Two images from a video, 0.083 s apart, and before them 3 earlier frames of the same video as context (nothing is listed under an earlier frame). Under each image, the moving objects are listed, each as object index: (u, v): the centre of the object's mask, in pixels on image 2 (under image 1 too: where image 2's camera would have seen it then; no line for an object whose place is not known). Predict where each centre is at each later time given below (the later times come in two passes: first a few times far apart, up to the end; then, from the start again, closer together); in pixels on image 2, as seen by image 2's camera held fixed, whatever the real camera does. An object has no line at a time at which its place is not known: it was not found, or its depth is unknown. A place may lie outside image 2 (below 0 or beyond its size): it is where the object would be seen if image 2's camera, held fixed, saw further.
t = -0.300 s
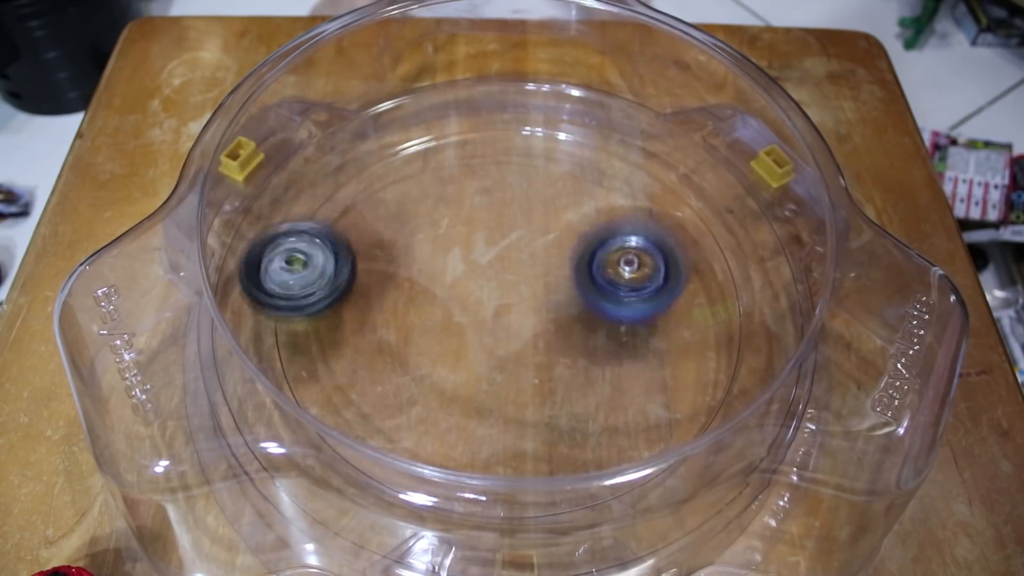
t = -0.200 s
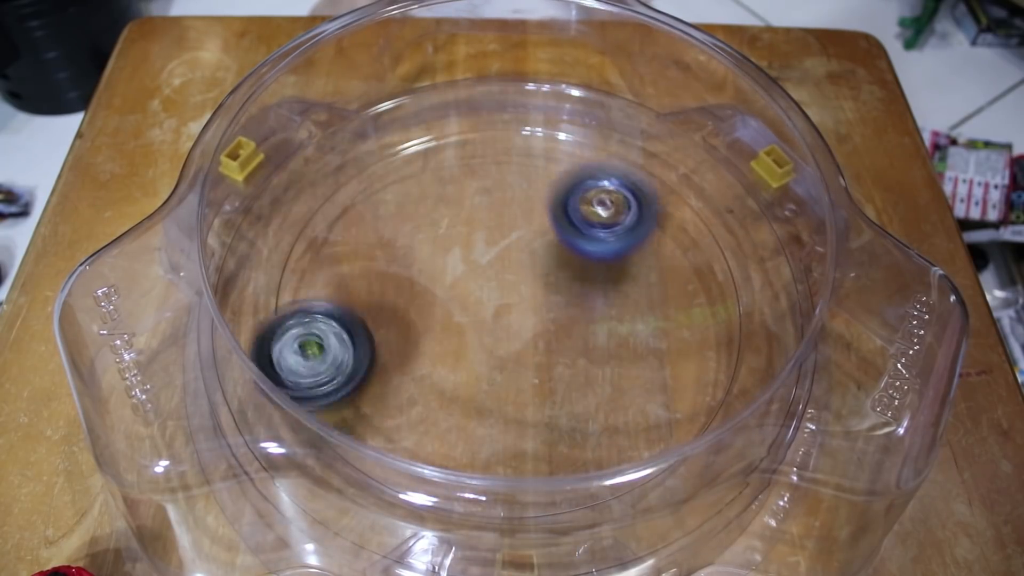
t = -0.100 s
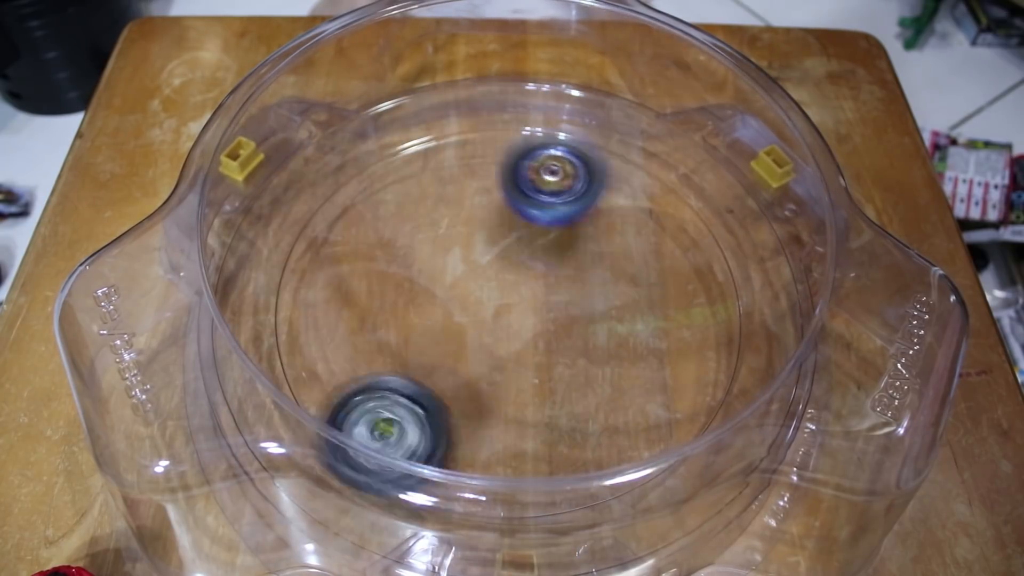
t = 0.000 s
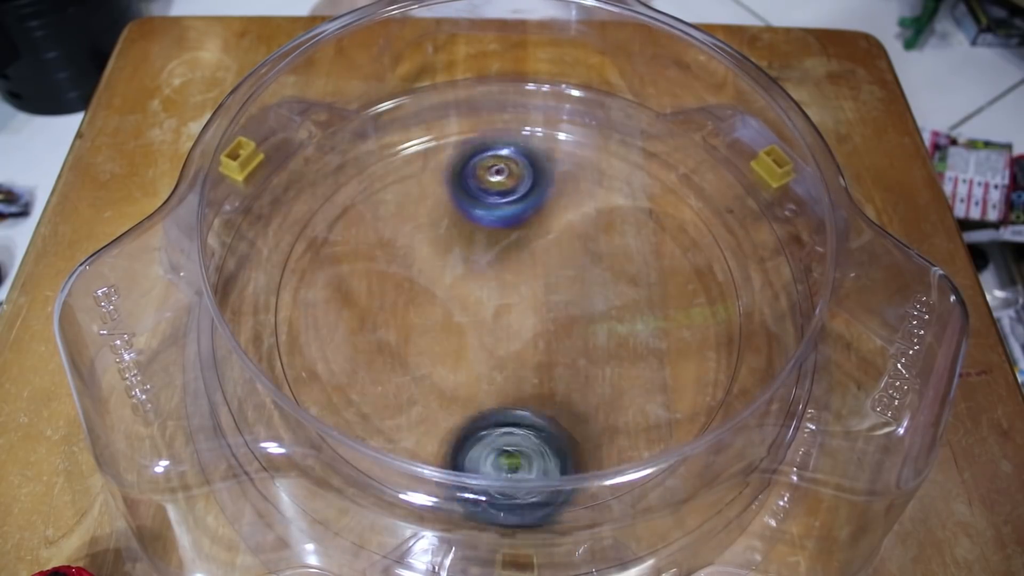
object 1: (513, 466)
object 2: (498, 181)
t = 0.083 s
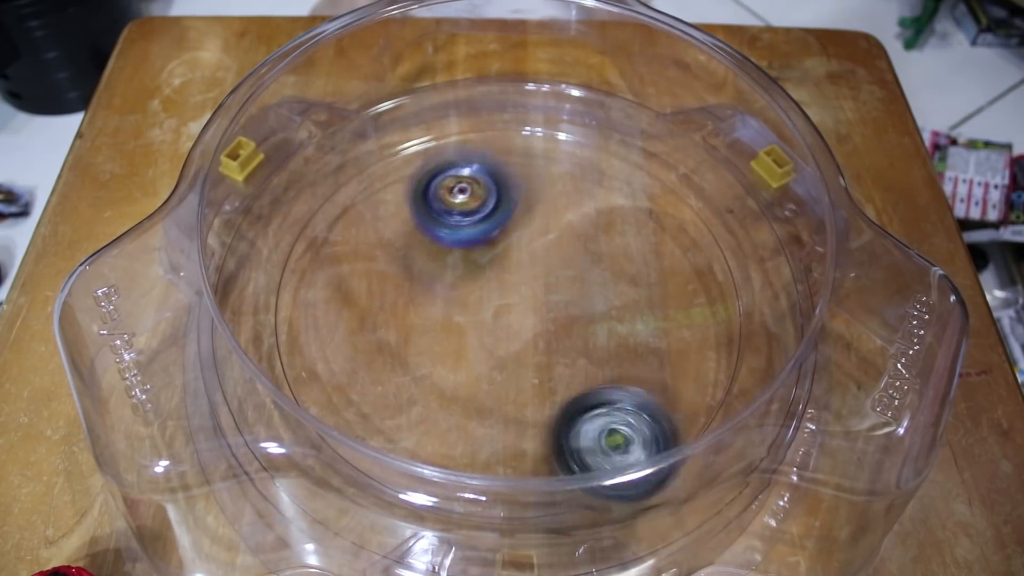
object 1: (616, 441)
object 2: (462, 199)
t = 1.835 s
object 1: (477, 132)
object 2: (589, 282)
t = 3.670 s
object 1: (530, 433)
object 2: (553, 261)
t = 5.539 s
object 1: (516, 161)
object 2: (548, 277)
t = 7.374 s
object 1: (440, 380)
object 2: (542, 286)
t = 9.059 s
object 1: (555, 245)
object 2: (558, 419)
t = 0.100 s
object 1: (628, 423)
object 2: (455, 204)
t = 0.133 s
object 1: (661, 405)
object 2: (444, 216)
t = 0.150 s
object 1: (676, 394)
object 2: (438, 223)
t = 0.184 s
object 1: (698, 370)
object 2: (429, 240)
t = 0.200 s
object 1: (706, 356)
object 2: (426, 248)
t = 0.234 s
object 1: (716, 325)
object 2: (423, 267)
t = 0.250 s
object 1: (719, 310)
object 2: (423, 276)
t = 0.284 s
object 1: (719, 277)
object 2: (429, 295)
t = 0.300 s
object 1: (716, 265)
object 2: (433, 306)
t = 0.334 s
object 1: (707, 234)
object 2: (445, 328)
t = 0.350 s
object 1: (700, 221)
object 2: (453, 339)
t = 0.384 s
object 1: (683, 195)
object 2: (472, 358)
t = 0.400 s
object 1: (673, 183)
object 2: (482, 364)
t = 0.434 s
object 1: (650, 163)
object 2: (503, 373)
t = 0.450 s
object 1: (638, 154)
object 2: (512, 375)
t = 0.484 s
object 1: (611, 138)
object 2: (528, 376)
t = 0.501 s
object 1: (595, 132)
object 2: (534, 375)
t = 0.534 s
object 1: (567, 124)
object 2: (547, 370)
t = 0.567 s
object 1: (536, 118)
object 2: (562, 362)
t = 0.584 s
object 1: (520, 116)
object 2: (569, 357)
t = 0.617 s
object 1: (487, 118)
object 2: (583, 344)
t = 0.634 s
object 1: (471, 120)
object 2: (588, 336)
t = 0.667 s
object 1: (441, 126)
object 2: (598, 320)
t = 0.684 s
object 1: (426, 132)
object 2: (601, 311)
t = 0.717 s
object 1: (397, 145)
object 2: (605, 292)
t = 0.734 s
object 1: (383, 154)
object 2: (605, 282)
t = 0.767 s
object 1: (358, 174)
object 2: (603, 260)
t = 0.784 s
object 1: (348, 186)
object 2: (599, 252)
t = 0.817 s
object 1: (330, 210)
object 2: (590, 237)
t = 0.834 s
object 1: (323, 224)
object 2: (582, 234)
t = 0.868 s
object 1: (316, 252)
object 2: (569, 225)
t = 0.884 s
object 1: (315, 265)
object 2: (564, 221)
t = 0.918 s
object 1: (316, 292)
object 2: (548, 218)
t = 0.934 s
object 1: (319, 307)
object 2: (540, 214)
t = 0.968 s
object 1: (328, 332)
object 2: (521, 214)
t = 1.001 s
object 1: (340, 360)
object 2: (504, 217)
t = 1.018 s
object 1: (347, 372)
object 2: (495, 220)
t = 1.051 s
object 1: (371, 395)
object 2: (479, 227)
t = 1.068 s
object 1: (381, 408)
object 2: (471, 232)
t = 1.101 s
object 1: (417, 422)
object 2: (458, 242)
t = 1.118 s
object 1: (434, 429)
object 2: (454, 248)
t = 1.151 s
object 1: (474, 453)
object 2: (449, 260)
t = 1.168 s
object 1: (495, 458)
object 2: (449, 266)
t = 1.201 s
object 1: (537, 459)
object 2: (451, 278)
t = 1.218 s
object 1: (559, 456)
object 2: (453, 285)
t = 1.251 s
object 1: (596, 447)
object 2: (460, 300)
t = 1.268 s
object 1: (613, 431)
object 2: (466, 308)
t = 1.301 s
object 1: (651, 425)
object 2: (478, 322)
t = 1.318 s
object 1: (666, 415)
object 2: (486, 328)
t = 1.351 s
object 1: (687, 388)
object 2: (502, 341)
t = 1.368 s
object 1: (700, 377)
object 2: (513, 345)
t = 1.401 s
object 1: (716, 352)
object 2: (530, 350)
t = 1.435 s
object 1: (725, 323)
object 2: (543, 351)
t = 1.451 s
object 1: (726, 311)
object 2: (548, 350)
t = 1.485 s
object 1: (726, 279)
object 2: (556, 348)
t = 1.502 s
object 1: (723, 265)
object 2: (560, 345)
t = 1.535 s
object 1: (714, 238)
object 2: (567, 340)
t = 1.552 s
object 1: (706, 226)
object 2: (571, 337)
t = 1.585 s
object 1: (689, 202)
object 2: (577, 331)
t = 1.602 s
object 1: (679, 191)
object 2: (580, 328)
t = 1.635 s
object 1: (657, 173)
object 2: (584, 322)
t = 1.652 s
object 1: (644, 163)
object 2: (585, 320)
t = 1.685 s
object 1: (619, 150)
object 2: (587, 313)
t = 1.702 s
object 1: (603, 142)
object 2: (588, 309)
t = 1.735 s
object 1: (573, 135)
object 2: (590, 303)
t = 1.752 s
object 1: (558, 133)
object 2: (590, 299)
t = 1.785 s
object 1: (525, 129)
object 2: (590, 292)
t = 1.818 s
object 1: (492, 130)
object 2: (590, 285)
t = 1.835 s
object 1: (477, 132)
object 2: (589, 282)
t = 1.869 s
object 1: (447, 140)
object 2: (587, 276)
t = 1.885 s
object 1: (430, 144)
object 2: (586, 273)
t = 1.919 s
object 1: (402, 158)
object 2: (583, 266)
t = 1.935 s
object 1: (389, 165)
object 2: (581, 264)
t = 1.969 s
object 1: (365, 185)
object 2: (577, 259)
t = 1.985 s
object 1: (356, 195)
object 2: (574, 256)
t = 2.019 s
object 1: (338, 219)
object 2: (570, 251)
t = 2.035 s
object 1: (331, 231)
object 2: (566, 249)
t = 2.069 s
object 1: (324, 256)
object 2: (561, 245)
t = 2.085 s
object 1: (321, 269)
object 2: (559, 243)
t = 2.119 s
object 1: (321, 294)
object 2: (552, 240)
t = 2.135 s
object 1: (322, 306)
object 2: (548, 239)
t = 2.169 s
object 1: (327, 331)
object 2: (542, 237)
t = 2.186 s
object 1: (330, 345)
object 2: (539, 236)
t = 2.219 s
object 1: (342, 368)
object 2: (533, 235)
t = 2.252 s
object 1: (360, 388)
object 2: (525, 235)
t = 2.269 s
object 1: (371, 398)
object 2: (522, 235)
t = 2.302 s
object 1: (394, 424)
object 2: (516, 236)
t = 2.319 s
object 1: (414, 424)
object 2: (512, 236)
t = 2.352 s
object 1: (445, 450)
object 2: (506, 237)
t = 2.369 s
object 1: (465, 455)
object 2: (502, 239)
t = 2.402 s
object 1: (501, 461)
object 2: (497, 241)
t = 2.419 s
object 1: (523, 458)
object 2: (494, 243)
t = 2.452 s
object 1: (558, 456)
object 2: (488, 246)
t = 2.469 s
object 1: (575, 438)
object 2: (486, 248)
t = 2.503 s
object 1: (611, 438)
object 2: (482, 252)
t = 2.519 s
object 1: (626, 429)
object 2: (480, 255)
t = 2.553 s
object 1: (651, 407)
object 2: (477, 259)
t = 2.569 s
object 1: (665, 398)
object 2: (477, 261)
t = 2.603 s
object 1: (685, 377)
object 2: (475, 267)
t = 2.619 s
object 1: (691, 364)
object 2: (475, 269)
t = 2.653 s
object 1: (702, 336)
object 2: (475, 274)
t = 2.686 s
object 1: (705, 311)
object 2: (475, 280)
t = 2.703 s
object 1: (706, 294)
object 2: (476, 283)
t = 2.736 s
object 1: (701, 267)
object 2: (477, 289)
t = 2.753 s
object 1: (696, 254)
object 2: (478, 291)
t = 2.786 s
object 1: (684, 230)
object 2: (481, 297)
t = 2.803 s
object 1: (676, 219)
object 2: (482, 299)
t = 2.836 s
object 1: (657, 195)
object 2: (486, 304)
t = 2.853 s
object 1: (647, 186)
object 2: (488, 306)
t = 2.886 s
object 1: (623, 169)
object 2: (493, 310)
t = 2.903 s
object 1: (612, 162)
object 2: (495, 312)
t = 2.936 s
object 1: (585, 151)
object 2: (499, 315)
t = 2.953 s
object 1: (571, 144)
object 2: (502, 316)
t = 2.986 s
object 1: (540, 138)
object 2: (507, 319)
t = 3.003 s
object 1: (525, 135)
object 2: (510, 320)
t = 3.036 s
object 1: (496, 135)
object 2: (515, 321)
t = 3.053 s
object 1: (481, 136)
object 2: (518, 322)
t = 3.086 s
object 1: (453, 141)
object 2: (523, 323)
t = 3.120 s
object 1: (425, 149)
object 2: (530, 322)
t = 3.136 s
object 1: (412, 154)
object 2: (533, 322)
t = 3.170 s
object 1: (388, 167)
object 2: (538, 321)
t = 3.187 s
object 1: (376, 176)
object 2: (541, 320)
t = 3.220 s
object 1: (358, 194)
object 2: (546, 317)
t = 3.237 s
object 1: (349, 204)
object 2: (549, 316)
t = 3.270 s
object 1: (336, 226)
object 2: (552, 313)
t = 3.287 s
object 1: (332, 238)
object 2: (555, 311)
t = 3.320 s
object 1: (328, 261)
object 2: (559, 306)
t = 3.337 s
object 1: (328, 272)
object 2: (560, 305)
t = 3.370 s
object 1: (331, 295)
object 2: (562, 300)
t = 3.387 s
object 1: (333, 305)
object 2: (563, 297)
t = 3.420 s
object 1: (341, 328)
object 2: (564, 293)
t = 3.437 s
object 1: (346, 340)
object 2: (564, 291)
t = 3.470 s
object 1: (358, 362)
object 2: (564, 286)
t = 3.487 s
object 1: (365, 373)
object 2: (563, 283)
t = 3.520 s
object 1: (385, 393)
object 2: (563, 279)
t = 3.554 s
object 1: (412, 409)
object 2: (562, 275)
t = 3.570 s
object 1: (426, 416)
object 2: (561, 273)
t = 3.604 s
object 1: (460, 427)
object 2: (559, 268)
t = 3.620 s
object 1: (475, 430)
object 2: (557, 266)
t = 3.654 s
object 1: (514, 433)
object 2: (554, 263)
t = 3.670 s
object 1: (530, 433)
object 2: (553, 261)
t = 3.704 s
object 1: (566, 429)
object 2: (550, 258)
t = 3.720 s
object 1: (583, 425)
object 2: (548, 256)
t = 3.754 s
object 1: (617, 413)
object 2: (544, 254)
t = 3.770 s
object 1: (630, 407)
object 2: (542, 253)
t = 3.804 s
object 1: (654, 389)
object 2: (537, 252)
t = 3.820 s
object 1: (665, 378)
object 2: (536, 251)
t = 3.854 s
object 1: (680, 357)
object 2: (531, 250)
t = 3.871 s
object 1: (687, 342)
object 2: (529, 249)
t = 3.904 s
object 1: (694, 318)
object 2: (525, 249)
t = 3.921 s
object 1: (696, 304)
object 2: (522, 249)
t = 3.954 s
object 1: (697, 279)
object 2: (517, 250)
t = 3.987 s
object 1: (692, 255)
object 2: (513, 250)
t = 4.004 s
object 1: (687, 243)
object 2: (511, 251)
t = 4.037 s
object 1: (676, 221)
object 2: (507, 253)
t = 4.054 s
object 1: (668, 211)
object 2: (506, 254)
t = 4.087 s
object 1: (651, 193)
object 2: (503, 255)
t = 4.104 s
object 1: (641, 184)
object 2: (501, 257)
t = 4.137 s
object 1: (620, 170)
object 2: (498, 259)
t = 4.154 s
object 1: (609, 164)
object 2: (497, 260)
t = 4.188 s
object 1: (585, 154)
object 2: (495, 263)
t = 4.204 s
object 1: (572, 150)
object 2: (495, 264)
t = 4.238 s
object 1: (544, 145)
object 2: (494, 267)
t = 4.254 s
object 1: (531, 143)
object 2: (494, 269)
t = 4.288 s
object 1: (504, 144)
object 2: (493, 272)
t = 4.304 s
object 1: (490, 145)
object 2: (493, 273)
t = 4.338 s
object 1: (465, 151)
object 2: (493, 276)
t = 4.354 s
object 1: (452, 154)
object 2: (493, 277)
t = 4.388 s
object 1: (428, 164)
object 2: (494, 281)
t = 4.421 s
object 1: (406, 178)
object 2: (495, 283)
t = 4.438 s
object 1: (396, 186)
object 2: (496, 285)
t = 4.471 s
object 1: (378, 203)
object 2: (498, 286)
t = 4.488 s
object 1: (371, 213)
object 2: (498, 287)
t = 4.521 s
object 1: (361, 232)
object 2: (499, 289)
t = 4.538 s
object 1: (358, 243)
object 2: (500, 290)
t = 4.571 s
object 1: (356, 264)
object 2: (501, 292)
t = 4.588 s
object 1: (356, 275)
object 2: (502, 293)
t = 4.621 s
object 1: (359, 296)
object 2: (503, 294)
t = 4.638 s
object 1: (361, 306)
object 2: (504, 295)
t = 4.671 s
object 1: (367, 328)
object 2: (505, 297)
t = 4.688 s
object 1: (371, 339)
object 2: (506, 299)
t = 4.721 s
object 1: (381, 361)
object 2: (508, 300)
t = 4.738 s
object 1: (388, 373)
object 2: (509, 301)
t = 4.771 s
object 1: (404, 393)
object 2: (511, 303)
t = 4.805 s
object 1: (427, 410)
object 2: (513, 304)
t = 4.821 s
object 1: (442, 416)
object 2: (514, 305)
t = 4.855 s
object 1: (469, 425)
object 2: (517, 306)
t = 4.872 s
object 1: (485, 427)
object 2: (518, 307)
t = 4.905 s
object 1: (517, 430)
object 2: (521, 308)
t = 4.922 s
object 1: (533, 430)
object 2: (522, 308)
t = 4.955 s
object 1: (565, 426)
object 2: (525, 309)
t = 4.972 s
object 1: (581, 422)
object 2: (527, 309)
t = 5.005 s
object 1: (609, 414)
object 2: (530, 309)
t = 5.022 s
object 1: (621, 408)
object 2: (532, 309)
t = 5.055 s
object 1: (643, 391)
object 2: (535, 308)
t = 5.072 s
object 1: (652, 383)
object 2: (536, 308)
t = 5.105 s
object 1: (667, 363)
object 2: (540, 307)
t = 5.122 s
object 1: (673, 351)
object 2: (541, 306)
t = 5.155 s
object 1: (680, 328)
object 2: (544, 305)
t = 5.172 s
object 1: (682, 317)
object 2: (545, 304)
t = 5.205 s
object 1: (683, 296)
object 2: (548, 302)
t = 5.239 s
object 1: (680, 273)
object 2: (549, 300)
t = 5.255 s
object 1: (676, 263)
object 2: (550, 298)
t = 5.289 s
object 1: (666, 243)
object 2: (550, 295)
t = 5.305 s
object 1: (660, 235)
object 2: (550, 294)
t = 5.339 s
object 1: (646, 216)
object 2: (551, 291)
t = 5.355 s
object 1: (638, 208)
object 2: (551, 289)
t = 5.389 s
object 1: (620, 193)
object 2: (552, 287)
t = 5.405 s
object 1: (610, 187)
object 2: (551, 285)
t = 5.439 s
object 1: (588, 176)
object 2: (550, 283)
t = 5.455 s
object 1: (577, 171)
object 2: (551, 281)
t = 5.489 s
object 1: (553, 165)
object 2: (549, 280)
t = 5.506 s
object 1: (540, 162)
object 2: (549, 279)
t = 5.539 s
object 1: (516, 161)
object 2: (548, 277)
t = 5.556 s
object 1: (504, 161)
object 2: (547, 276)
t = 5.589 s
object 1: (480, 163)
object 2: (546, 275)
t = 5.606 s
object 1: (469, 164)
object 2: (545, 274)
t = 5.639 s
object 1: (446, 172)
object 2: (543, 272)
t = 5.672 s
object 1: (425, 180)
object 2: (542, 271)
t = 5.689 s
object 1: (414, 186)
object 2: (541, 270)
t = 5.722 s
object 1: (396, 198)
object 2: (538, 269)
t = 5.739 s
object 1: (388, 206)
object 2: (538, 268)
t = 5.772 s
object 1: (375, 223)
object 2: (536, 267)
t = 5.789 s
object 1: (370, 231)
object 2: (535, 267)
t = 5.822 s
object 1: (365, 248)
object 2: (533, 266)
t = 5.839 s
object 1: (364, 257)
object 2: (532, 266)
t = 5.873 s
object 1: (365, 276)
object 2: (529, 265)
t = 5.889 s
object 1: (366, 284)
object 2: (528, 265)
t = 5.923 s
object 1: (370, 303)
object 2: (526, 265)
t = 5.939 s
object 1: (373, 312)
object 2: (526, 265)
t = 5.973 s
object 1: (380, 330)
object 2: (524, 265)
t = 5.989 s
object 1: (385, 340)
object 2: (523, 265)
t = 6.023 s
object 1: (395, 360)
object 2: (521, 265)
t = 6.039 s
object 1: (401, 370)
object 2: (520, 265)
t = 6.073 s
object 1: (418, 388)
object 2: (519, 265)
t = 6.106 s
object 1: (442, 401)
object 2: (517, 266)
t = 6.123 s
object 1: (454, 406)
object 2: (516, 266)
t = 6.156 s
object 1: (480, 413)
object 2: (514, 267)
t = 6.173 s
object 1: (494, 415)
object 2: (513, 267)
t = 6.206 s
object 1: (522, 417)
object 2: (512, 268)
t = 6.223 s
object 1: (536, 415)
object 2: (512, 268)
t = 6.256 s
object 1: (563, 410)
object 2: (511, 269)
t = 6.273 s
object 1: (575, 406)
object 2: (510, 270)
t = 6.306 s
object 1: (600, 395)
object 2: (510, 270)
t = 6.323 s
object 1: (611, 388)
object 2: (509, 271)
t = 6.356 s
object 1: (630, 372)
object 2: (509, 271)
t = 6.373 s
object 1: (638, 364)
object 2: (509, 272)
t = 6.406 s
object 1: (651, 346)
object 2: (509, 273)
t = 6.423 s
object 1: (655, 335)
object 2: (509, 273)
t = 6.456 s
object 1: (662, 316)
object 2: (509, 274)
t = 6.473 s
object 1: (663, 308)
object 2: (509, 274)
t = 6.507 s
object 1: (665, 286)
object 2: (510, 275)
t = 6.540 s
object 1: (662, 267)
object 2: (510, 275)
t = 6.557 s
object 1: (660, 258)
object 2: (511, 276)
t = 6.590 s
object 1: (652, 240)
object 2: (511, 277)
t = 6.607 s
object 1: (647, 231)
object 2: (511, 277)
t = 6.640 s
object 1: (634, 216)
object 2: (513, 277)
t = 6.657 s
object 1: (627, 210)
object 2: (513, 278)
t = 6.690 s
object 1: (612, 196)
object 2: (515, 278)
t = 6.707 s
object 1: (603, 190)
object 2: (515, 279)
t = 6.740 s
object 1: (585, 180)
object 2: (517, 280)
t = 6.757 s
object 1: (575, 177)
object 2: (517, 280)
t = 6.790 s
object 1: (554, 170)
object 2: (518, 281)
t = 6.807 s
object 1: (544, 169)
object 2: (519, 281)
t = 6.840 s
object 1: (522, 167)
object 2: (520, 282)
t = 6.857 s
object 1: (512, 167)
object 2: (521, 283)
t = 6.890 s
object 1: (491, 170)
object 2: (522, 284)
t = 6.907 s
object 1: (481, 172)
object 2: (523, 284)
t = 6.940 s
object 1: (461, 177)
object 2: (524, 286)
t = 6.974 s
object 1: (442, 186)
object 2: (525, 287)
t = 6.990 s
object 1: (433, 191)
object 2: (526, 288)
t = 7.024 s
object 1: (416, 203)
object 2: (527, 288)
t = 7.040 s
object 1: (409, 209)
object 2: (527, 288)
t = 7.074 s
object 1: (398, 224)
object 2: (529, 288)
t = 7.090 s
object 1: (394, 232)
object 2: (530, 288)
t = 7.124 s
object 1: (389, 249)
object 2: (531, 288)
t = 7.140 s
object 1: (388, 257)
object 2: (532, 288)
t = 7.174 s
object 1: (390, 274)
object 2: (534, 289)
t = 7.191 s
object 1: (391, 283)
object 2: (534, 289)
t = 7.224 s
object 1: (395, 301)
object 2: (536, 289)
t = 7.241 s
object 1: (397, 310)
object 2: (537, 288)
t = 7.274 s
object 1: (404, 328)
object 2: (538, 288)
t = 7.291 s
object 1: (408, 337)
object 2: (539, 288)
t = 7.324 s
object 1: (417, 355)
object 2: (540, 287)
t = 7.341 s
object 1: (424, 365)
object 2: (541, 287)
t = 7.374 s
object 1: (440, 380)
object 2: (542, 286)
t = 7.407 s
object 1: (459, 391)
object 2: (543, 285)
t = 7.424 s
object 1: (469, 396)
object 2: (544, 284)
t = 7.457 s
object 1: (491, 402)
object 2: (545, 282)
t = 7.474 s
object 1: (503, 405)
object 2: (545, 281)
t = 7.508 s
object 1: (528, 407)
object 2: (546, 280)
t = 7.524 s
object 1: (540, 406)
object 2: (546, 280)
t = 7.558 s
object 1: (564, 401)
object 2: (547, 278)
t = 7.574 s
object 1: (574, 398)
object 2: (547, 278)
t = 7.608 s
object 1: (595, 389)
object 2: (546, 276)
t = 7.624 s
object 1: (605, 384)
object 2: (546, 275)
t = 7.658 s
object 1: (622, 373)
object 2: (545, 274)
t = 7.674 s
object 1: (628, 364)
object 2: (545, 273)
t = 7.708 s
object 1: (640, 348)
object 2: (545, 272)
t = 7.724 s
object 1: (644, 340)
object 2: (544, 271)
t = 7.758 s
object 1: (650, 323)
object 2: (543, 270)
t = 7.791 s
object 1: (653, 308)
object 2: (541, 269)
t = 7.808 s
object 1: (656, 300)
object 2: (538, 267)
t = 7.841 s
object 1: (659, 284)
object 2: (530, 263)
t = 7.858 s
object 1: (658, 276)
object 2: (527, 262)
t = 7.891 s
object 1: (654, 260)
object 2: (522, 260)
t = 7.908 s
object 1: (651, 253)
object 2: (520, 259)
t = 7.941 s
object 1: (643, 240)
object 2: (515, 258)
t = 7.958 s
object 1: (638, 234)
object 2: (513, 257)
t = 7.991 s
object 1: (627, 222)
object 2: (509, 256)
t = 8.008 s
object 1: (620, 217)
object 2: (507, 256)
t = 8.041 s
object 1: (606, 208)
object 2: (503, 255)
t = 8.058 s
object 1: (598, 205)
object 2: (501, 255)
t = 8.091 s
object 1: (582, 197)
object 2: (496, 255)
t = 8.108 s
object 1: (575, 194)
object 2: (493, 256)
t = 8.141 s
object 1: (562, 189)
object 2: (485, 260)
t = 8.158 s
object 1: (554, 187)
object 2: (482, 262)
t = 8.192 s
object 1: (538, 184)
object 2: (478, 264)
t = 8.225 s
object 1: (521, 184)
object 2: (474, 267)
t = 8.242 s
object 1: (514, 184)
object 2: (470, 270)
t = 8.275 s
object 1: (505, 178)
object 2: (456, 285)
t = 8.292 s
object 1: (502, 177)
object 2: (450, 294)
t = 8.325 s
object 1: (492, 177)
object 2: (441, 307)
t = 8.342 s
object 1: (487, 179)
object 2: (439, 314)
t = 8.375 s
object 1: (475, 181)
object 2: (436, 324)
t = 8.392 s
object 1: (470, 183)
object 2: (435, 329)
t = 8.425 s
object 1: (459, 189)
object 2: (438, 335)
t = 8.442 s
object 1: (455, 191)
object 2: (440, 338)
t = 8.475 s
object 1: (446, 199)
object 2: (447, 345)
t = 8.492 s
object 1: (442, 204)
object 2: (450, 348)
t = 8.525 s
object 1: (436, 214)
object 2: (457, 355)
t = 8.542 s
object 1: (434, 218)
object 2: (461, 358)
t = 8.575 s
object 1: (432, 231)
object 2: (471, 365)
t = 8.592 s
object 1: (432, 237)
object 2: (476, 367)
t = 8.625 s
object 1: (433, 250)
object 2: (484, 370)
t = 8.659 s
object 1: (437, 264)
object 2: (488, 368)
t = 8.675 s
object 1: (440, 271)
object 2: (490, 367)
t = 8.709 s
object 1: (448, 279)
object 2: (494, 373)
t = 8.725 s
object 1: (452, 281)
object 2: (499, 378)
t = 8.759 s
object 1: (460, 285)
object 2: (508, 386)
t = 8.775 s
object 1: (465, 288)
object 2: (512, 387)
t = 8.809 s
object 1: (474, 294)
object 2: (518, 388)
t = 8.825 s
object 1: (479, 296)
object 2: (521, 389)
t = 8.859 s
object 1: (489, 297)
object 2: (526, 393)
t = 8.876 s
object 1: (497, 291)
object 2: (529, 401)
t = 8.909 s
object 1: (511, 281)
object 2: (534, 417)
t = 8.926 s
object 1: (517, 277)
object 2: (538, 420)
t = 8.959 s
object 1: (530, 268)
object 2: (543, 422)
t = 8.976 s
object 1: (534, 264)
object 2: (545, 422)
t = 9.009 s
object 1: (544, 257)
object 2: (552, 421)
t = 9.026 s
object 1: (548, 253)
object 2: (554, 420)
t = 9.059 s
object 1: (555, 245)
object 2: (558, 419)
